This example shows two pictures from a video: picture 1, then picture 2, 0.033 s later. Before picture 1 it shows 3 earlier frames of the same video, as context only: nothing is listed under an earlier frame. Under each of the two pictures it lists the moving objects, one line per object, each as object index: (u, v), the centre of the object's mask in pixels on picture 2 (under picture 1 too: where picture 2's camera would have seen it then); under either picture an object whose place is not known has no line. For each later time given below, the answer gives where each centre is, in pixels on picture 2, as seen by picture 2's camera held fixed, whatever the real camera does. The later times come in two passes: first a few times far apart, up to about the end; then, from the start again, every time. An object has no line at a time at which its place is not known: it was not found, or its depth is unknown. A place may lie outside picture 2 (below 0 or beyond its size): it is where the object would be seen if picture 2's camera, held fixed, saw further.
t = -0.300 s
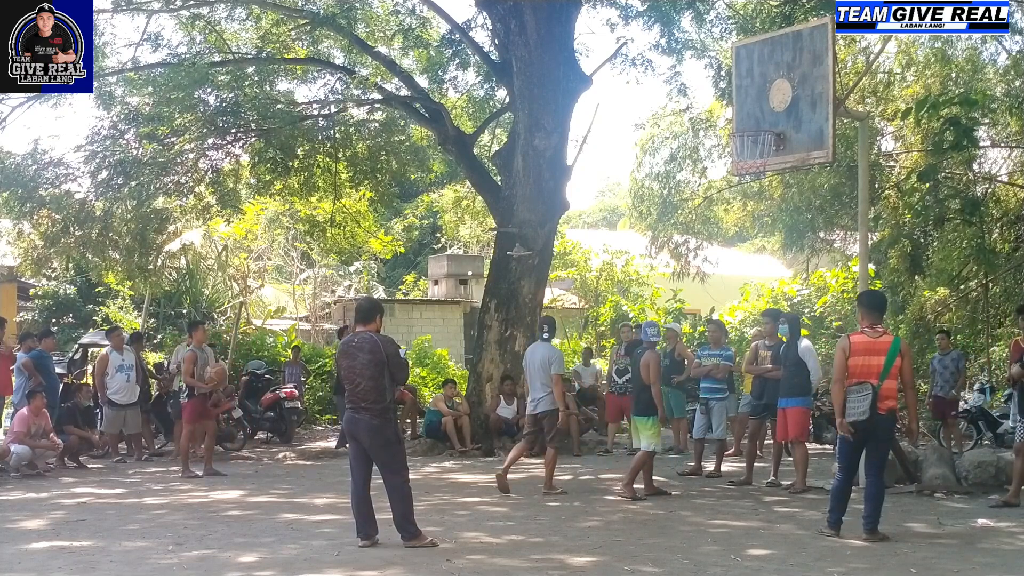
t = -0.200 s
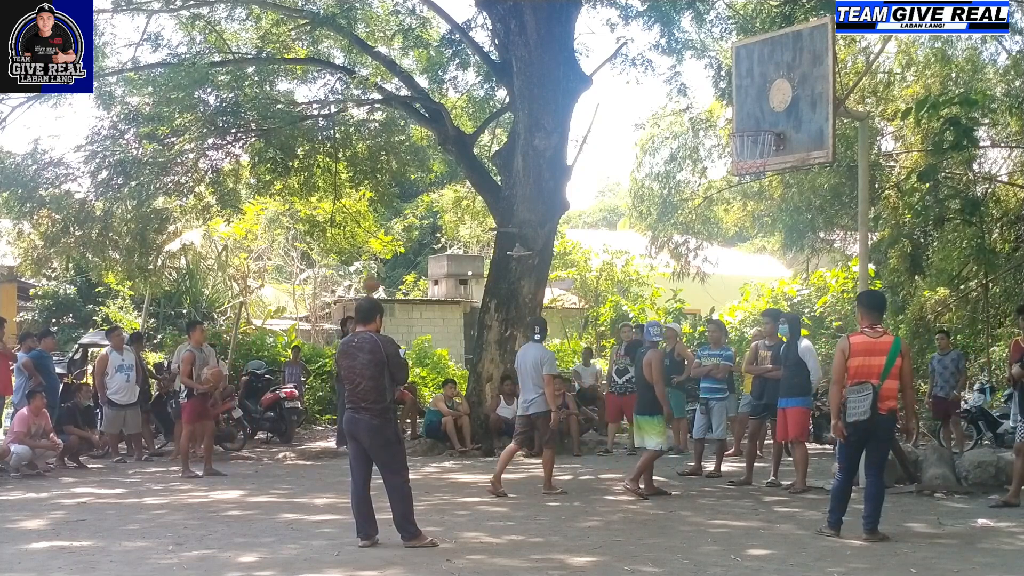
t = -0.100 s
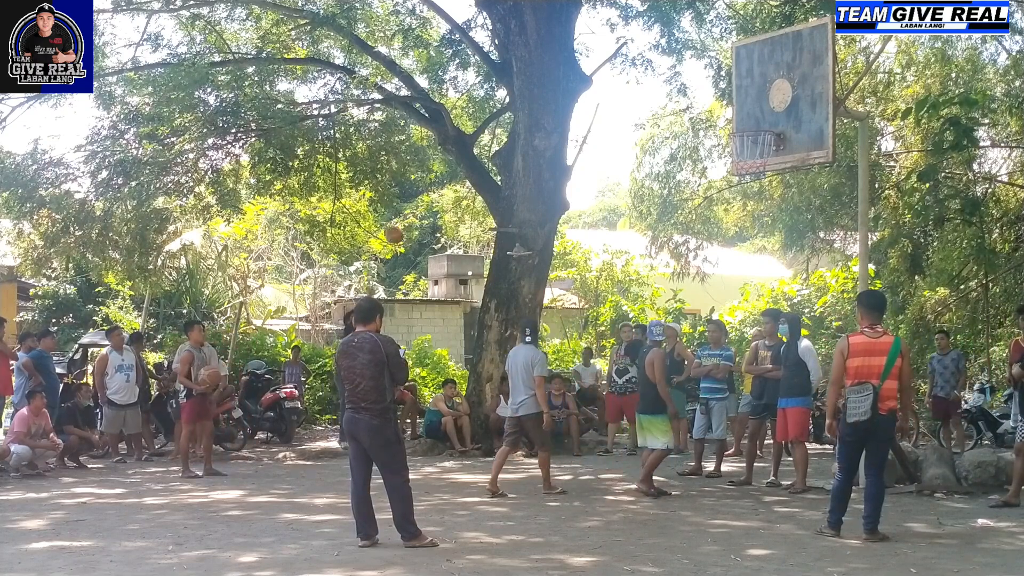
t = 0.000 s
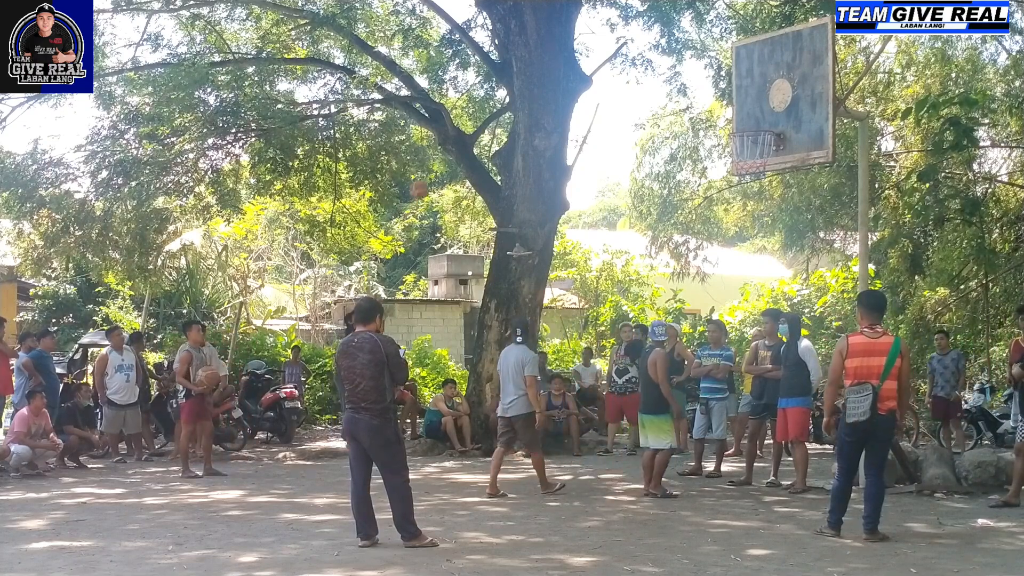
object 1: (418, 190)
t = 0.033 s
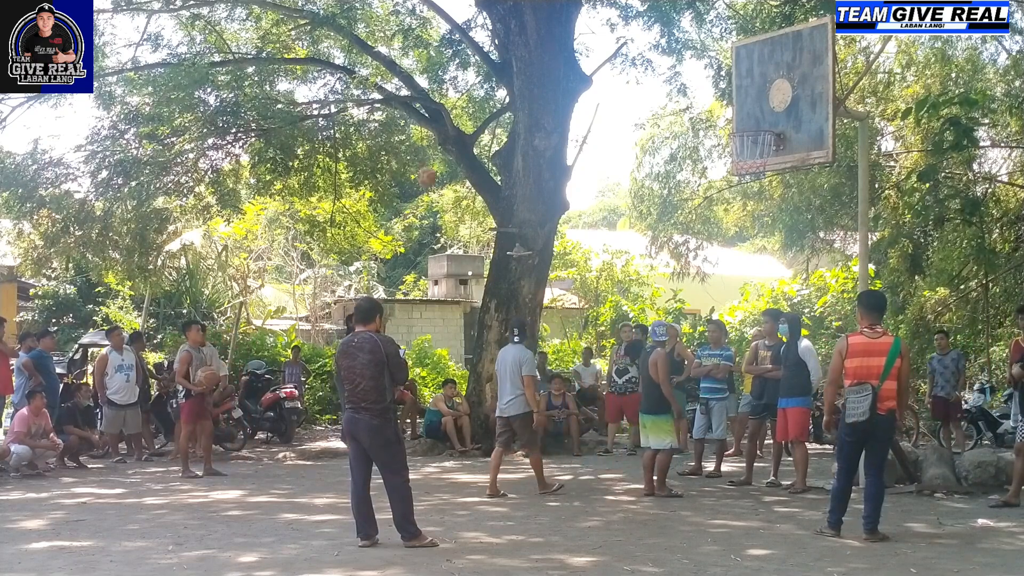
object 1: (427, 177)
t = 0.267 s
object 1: (489, 97)
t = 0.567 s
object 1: (584, 45)
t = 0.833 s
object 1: (685, 66)
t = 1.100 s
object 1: (742, 105)
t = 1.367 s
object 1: (679, 98)
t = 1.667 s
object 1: (606, 188)
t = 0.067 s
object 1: (435, 163)
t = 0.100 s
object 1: (444, 150)
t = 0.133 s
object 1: (453, 138)
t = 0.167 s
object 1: (461, 128)
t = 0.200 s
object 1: (470, 116)
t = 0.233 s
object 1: (480, 108)
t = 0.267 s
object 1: (489, 97)
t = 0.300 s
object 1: (500, 88)
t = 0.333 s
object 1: (510, 80)
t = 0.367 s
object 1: (519, 72)
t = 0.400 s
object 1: (529, 65)
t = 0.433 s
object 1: (540, 60)
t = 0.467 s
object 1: (550, 55)
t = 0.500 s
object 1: (561, 51)
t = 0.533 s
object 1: (572, 48)
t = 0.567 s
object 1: (584, 45)
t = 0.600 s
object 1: (595, 44)
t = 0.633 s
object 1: (608, 45)
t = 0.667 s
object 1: (620, 45)
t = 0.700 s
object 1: (632, 48)
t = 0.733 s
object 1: (645, 50)
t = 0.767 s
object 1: (658, 54)
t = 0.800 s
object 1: (672, 60)
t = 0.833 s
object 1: (685, 66)
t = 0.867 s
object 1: (700, 75)
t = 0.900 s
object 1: (715, 84)
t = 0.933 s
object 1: (729, 95)
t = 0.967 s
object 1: (745, 108)
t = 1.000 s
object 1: (762, 120)
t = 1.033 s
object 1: (759, 119)
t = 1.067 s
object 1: (750, 112)
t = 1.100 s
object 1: (742, 105)
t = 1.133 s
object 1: (734, 99)
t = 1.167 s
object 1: (726, 96)
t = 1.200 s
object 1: (719, 93)
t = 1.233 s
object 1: (711, 91)
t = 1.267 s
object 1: (703, 91)
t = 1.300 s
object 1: (694, 92)
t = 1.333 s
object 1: (686, 95)
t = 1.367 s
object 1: (679, 98)
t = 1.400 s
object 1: (670, 103)
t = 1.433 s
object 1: (662, 109)
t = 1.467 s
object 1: (654, 117)
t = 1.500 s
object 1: (646, 125)
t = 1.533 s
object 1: (638, 135)
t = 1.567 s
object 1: (630, 146)
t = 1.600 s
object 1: (623, 159)
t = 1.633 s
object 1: (614, 173)
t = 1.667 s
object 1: (606, 188)
